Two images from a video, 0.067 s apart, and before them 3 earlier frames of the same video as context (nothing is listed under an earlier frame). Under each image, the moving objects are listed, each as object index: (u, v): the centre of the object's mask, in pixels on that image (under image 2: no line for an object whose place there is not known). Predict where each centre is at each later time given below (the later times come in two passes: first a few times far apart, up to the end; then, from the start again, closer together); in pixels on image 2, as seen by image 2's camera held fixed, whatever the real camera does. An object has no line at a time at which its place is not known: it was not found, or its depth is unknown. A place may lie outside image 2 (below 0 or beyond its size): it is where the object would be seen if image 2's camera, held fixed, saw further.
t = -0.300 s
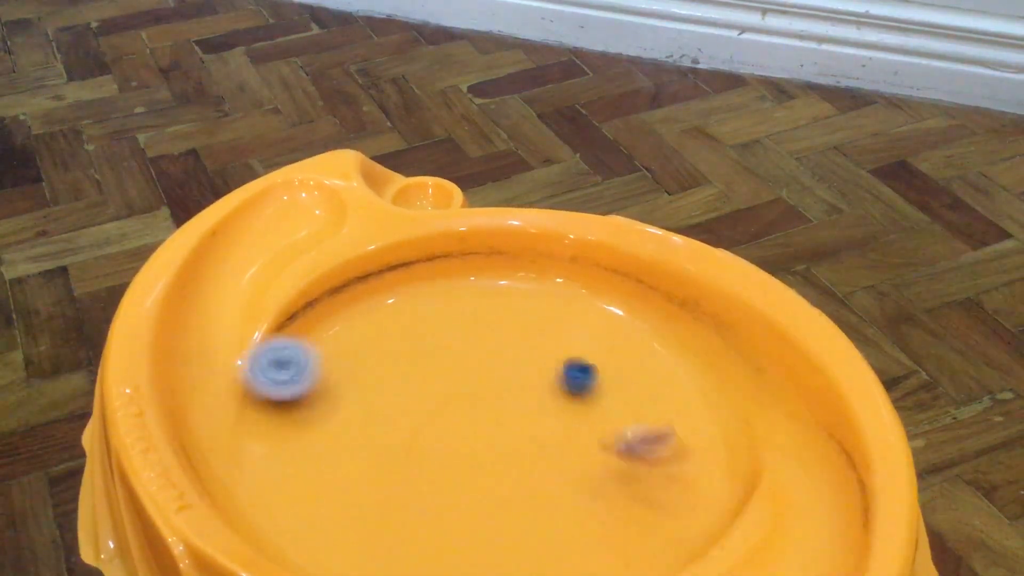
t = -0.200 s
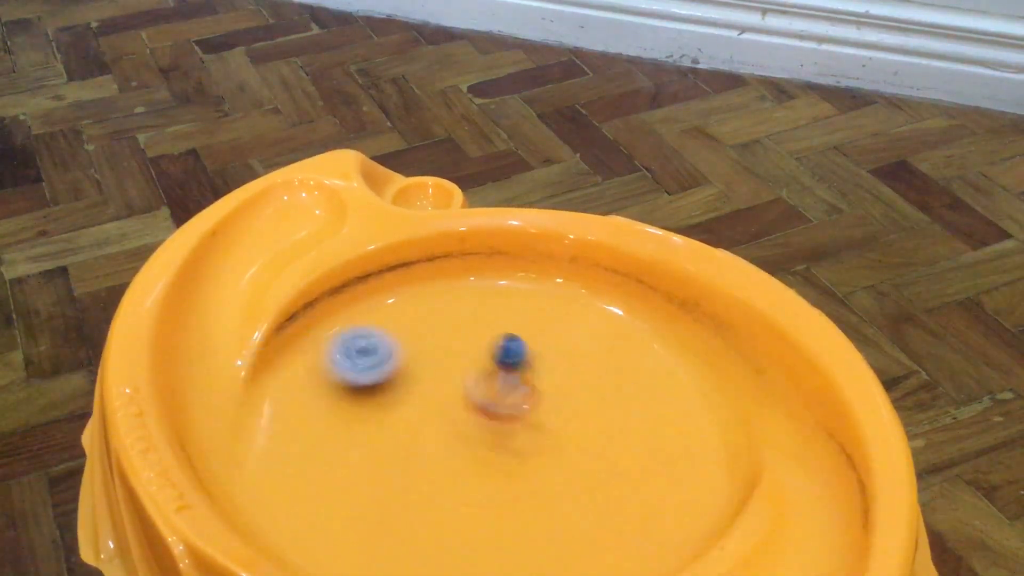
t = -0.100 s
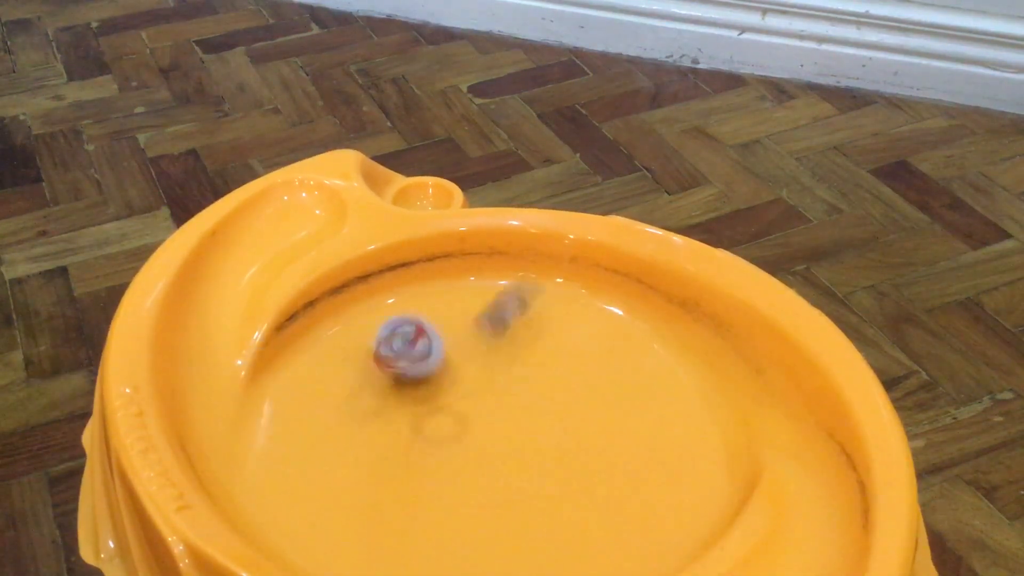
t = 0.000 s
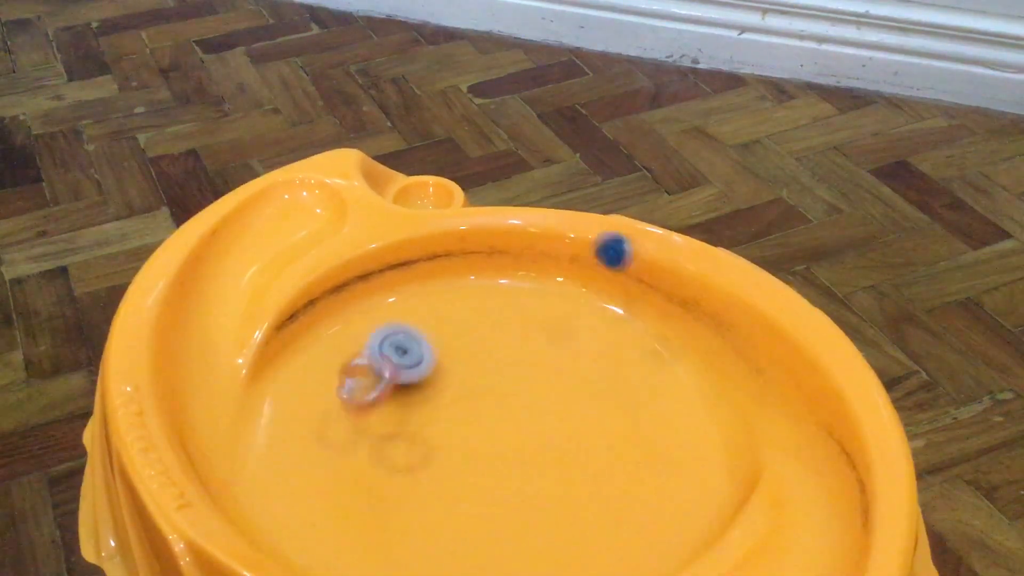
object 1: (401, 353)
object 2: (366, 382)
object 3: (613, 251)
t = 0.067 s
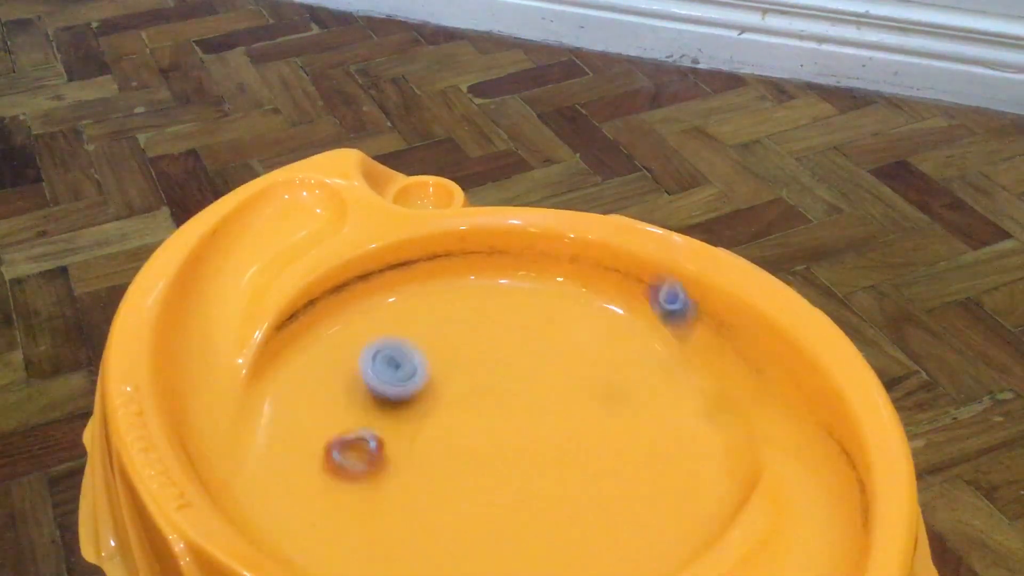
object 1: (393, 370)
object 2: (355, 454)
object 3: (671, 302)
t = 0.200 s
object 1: (373, 420)
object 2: (370, 473)
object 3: (668, 477)
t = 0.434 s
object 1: (312, 486)
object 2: (581, 562)
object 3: (381, 476)
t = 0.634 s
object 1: (299, 518)
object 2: (657, 485)
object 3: (254, 451)
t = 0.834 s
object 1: (372, 508)
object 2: (633, 442)
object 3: (304, 456)
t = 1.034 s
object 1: (463, 519)
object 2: (614, 440)
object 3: (408, 470)
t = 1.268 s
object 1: (551, 521)
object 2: (612, 440)
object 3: (517, 478)
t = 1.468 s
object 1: (592, 507)
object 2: (611, 441)
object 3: (551, 473)
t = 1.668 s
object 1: (606, 474)
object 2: (611, 431)
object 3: (544, 467)
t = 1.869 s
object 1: (624, 460)
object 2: (522, 413)
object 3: (534, 470)
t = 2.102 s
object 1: (584, 460)
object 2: (413, 410)
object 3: (530, 472)
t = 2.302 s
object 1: (575, 407)
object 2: (405, 412)
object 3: (326, 525)
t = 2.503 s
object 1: (572, 382)
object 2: (405, 412)
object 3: (380, 472)
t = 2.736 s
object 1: (548, 381)
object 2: (408, 407)
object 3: (480, 380)
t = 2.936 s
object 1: (541, 394)
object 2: (409, 408)
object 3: (312, 321)
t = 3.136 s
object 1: (509, 410)
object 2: (412, 408)
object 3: (364, 406)
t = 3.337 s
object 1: (467, 426)
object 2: (411, 408)
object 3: (403, 454)
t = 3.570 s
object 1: (439, 423)
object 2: (402, 402)
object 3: (366, 565)
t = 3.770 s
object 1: (426, 422)
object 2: (401, 397)
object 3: (496, 557)
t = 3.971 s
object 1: (421, 439)
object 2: (410, 399)
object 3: (568, 420)
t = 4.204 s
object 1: (428, 446)
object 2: (410, 400)
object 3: (571, 346)
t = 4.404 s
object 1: (434, 455)
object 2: (413, 407)
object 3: (545, 341)
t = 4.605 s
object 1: (443, 467)
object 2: (413, 408)
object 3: (508, 382)
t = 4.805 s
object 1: (455, 474)
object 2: (413, 408)
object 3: (481, 430)
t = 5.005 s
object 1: (448, 483)
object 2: (411, 406)
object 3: (457, 392)
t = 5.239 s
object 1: (457, 472)
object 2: (411, 406)
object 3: (468, 354)
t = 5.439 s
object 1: (496, 468)
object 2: (411, 406)
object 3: (488, 359)
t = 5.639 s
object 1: (522, 470)
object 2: (412, 406)
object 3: (521, 389)
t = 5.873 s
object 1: (535, 463)
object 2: (412, 406)
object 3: (530, 394)
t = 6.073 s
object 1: (545, 468)
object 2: (412, 406)
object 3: (527, 392)
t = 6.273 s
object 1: (541, 464)
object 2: (412, 406)
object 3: (527, 392)
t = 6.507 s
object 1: (529, 465)
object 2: (412, 406)
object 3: (527, 393)
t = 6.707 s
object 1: (508, 470)
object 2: (412, 406)
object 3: (526, 392)
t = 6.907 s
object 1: (483, 475)
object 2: (412, 406)
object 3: (527, 393)
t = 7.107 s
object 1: (456, 470)
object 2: (412, 406)
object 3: (527, 393)
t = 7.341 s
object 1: (437, 464)
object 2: (412, 406)
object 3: (527, 393)
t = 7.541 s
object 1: (437, 451)
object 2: (411, 404)
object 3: (527, 393)
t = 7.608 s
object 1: (440, 450)
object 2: (410, 404)
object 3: (527, 393)
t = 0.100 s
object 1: (388, 381)
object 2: (357, 435)
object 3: (701, 355)
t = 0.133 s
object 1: (384, 393)
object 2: (356, 429)
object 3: (728, 420)
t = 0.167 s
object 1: (380, 402)
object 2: (363, 440)
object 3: (718, 462)
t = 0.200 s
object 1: (373, 420)
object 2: (370, 473)
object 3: (668, 477)
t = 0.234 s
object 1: (363, 434)
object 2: (389, 517)
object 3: (625, 476)
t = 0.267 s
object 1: (353, 440)
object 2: (415, 559)
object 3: (579, 485)
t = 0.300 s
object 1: (343, 447)
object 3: (537, 484)
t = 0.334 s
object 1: (335, 456)
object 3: (493, 486)
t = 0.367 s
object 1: (327, 465)
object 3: (455, 481)
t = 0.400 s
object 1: (320, 475)
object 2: (550, 566)
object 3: (416, 479)
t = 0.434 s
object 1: (312, 486)
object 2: (581, 562)
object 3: (381, 476)
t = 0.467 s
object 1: (305, 497)
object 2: (607, 552)
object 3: (353, 472)
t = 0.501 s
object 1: (296, 509)
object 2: (622, 541)
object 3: (321, 465)
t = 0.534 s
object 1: (288, 517)
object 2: (638, 521)
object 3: (294, 462)
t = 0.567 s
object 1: (286, 520)
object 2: (651, 503)
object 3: (275, 459)
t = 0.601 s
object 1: (290, 520)
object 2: (656, 497)
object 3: (261, 457)
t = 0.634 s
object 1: (299, 518)
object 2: (657, 485)
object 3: (254, 451)
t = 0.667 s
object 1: (309, 513)
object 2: (658, 473)
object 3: (257, 450)
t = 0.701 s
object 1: (319, 509)
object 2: (655, 464)
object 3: (260, 451)
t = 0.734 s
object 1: (332, 507)
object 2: (651, 456)
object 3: (265, 450)
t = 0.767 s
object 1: (344, 506)
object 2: (645, 450)
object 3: (279, 453)
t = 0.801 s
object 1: (357, 507)
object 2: (639, 445)
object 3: (292, 455)
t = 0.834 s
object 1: (372, 508)
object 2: (633, 442)
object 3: (304, 456)
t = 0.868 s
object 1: (388, 510)
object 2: (628, 440)
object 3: (322, 458)
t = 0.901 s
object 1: (403, 512)
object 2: (623, 439)
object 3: (340, 460)
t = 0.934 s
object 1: (419, 514)
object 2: (620, 439)
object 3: (355, 462)
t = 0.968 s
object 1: (434, 516)
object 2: (617, 439)
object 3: (372, 464)
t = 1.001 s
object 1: (448, 517)
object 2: (615, 440)
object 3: (390, 469)
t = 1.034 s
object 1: (463, 519)
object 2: (614, 440)
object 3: (408, 470)
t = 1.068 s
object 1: (479, 521)
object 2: (614, 440)
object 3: (424, 472)
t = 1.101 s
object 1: (493, 522)
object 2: (613, 440)
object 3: (443, 475)
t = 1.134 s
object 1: (506, 523)
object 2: (613, 440)
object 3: (459, 475)
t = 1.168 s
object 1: (518, 523)
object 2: (613, 440)
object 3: (475, 476)
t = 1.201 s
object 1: (530, 523)
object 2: (612, 440)
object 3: (489, 478)
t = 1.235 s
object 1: (540, 522)
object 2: (612, 440)
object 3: (505, 477)
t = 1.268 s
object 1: (551, 521)
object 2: (612, 440)
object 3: (517, 478)
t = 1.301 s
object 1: (560, 519)
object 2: (612, 440)
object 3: (529, 478)
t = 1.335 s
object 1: (569, 516)
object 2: (611, 440)
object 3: (538, 476)
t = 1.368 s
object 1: (575, 514)
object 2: (611, 441)
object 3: (543, 475)
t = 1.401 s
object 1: (581, 512)
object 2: (611, 441)
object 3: (549, 475)
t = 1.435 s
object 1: (587, 510)
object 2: (611, 441)
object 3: (551, 473)
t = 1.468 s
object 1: (592, 507)
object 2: (611, 441)
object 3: (551, 473)
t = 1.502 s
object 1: (597, 503)
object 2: (611, 441)
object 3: (552, 473)
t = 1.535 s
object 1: (599, 498)
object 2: (611, 440)
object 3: (552, 470)
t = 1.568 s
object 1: (602, 492)
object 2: (611, 439)
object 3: (549, 469)
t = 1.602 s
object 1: (603, 486)
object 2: (611, 437)
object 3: (548, 469)
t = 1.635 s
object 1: (606, 480)
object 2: (610, 432)
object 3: (547, 468)
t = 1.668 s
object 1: (606, 474)
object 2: (611, 431)
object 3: (544, 467)
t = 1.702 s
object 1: (607, 469)
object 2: (611, 429)
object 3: (541, 466)
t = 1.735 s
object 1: (606, 463)
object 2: (612, 427)
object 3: (539, 466)
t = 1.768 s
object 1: (608, 459)
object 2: (600, 420)
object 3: (538, 467)
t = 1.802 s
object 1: (616, 459)
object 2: (573, 415)
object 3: (537, 468)
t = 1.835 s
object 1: (622, 460)
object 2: (548, 410)
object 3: (535, 469)
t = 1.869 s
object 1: (624, 460)
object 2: (522, 413)
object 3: (534, 470)
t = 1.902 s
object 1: (623, 461)
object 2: (499, 404)
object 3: (533, 471)
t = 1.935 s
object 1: (619, 462)
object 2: (477, 404)
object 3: (533, 471)
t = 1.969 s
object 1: (614, 463)
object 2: (458, 406)
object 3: (534, 470)
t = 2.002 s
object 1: (608, 463)
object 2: (442, 405)
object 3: (534, 470)
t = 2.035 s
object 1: (601, 463)
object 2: (431, 406)
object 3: (534, 471)
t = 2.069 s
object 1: (593, 462)
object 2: (420, 407)
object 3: (533, 471)
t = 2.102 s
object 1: (584, 460)
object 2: (413, 410)
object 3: (530, 472)
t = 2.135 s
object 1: (579, 454)
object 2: (408, 411)
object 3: (487, 488)
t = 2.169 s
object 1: (577, 447)
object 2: (405, 411)
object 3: (435, 520)
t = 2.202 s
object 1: (575, 438)
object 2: (404, 412)
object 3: (384, 559)
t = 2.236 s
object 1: (575, 426)
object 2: (404, 412)
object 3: (351, 554)
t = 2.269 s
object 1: (576, 416)
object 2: (405, 412)
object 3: (339, 535)
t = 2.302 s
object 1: (575, 407)
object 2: (405, 412)
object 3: (326, 525)
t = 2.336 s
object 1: (575, 400)
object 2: (405, 412)
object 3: (317, 529)
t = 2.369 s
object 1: (576, 396)
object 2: (405, 412)
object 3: (309, 544)
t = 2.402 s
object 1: (575, 391)
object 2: (405, 412)
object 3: (320, 543)
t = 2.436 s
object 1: (574, 388)
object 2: (405, 412)
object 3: (341, 537)
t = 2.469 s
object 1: (574, 384)
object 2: (405, 412)
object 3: (362, 507)
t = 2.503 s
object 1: (572, 382)
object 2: (405, 412)
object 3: (380, 472)
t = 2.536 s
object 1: (571, 381)
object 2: (405, 412)
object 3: (399, 456)
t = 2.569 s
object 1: (569, 380)
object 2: (401, 404)
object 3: (416, 433)
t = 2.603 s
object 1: (565, 379)
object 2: (398, 405)
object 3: (430, 413)
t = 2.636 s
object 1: (561, 378)
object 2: (406, 407)
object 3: (451, 409)
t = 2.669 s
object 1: (556, 379)
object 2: (408, 407)
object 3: (468, 405)
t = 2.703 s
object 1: (551, 379)
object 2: (408, 407)
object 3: (484, 391)
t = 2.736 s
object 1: (548, 381)
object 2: (408, 407)
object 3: (480, 380)
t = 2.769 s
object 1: (550, 382)
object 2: (409, 407)
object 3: (440, 370)
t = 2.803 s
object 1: (551, 384)
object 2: (409, 407)
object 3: (400, 354)
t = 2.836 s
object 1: (551, 387)
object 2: (409, 408)
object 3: (369, 340)
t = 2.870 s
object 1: (550, 388)
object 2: (409, 408)
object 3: (339, 324)
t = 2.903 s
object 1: (547, 390)
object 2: (409, 408)
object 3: (321, 316)
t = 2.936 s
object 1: (541, 394)
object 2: (409, 408)
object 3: (312, 321)
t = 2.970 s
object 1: (535, 398)
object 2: (409, 408)
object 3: (308, 335)
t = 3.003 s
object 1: (530, 401)
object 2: (409, 408)
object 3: (316, 355)
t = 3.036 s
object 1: (525, 403)
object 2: (409, 408)
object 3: (327, 371)
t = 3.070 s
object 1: (520, 405)
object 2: (409, 408)
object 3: (340, 386)
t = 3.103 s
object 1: (514, 408)
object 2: (409, 408)
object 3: (355, 398)
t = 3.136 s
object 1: (509, 410)
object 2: (412, 408)
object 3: (364, 406)
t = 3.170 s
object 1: (502, 413)
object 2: (414, 408)
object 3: (368, 418)
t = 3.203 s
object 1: (497, 415)
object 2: (414, 408)
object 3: (372, 427)
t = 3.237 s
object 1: (489, 419)
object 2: (414, 408)
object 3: (376, 436)
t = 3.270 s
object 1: (482, 421)
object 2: (414, 408)
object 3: (383, 443)
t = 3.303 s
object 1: (474, 424)
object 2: (413, 408)
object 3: (393, 451)
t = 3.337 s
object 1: (467, 426)
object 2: (411, 408)
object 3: (403, 454)
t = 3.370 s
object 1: (461, 429)
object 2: (411, 407)
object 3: (411, 456)
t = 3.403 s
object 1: (456, 427)
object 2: (403, 405)
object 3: (398, 479)
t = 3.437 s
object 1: (453, 425)
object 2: (402, 405)
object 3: (377, 521)
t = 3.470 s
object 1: (449, 425)
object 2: (402, 404)
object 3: (358, 560)
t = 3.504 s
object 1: (445, 424)
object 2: (403, 402)
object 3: (353, 565)
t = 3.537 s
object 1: (441, 423)
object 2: (403, 403)
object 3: (358, 561)
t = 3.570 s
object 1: (439, 423)
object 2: (402, 402)
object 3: (366, 565)
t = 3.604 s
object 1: (435, 422)
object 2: (402, 401)
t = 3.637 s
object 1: (434, 421)
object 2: (401, 401)
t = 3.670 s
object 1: (431, 421)
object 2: (400, 400)
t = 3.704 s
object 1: (430, 420)
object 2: (400, 399)
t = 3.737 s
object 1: (428, 421)
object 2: (400, 398)
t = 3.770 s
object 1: (426, 422)
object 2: (401, 397)
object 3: (496, 557)
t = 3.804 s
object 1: (425, 423)
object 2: (402, 397)
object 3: (514, 536)
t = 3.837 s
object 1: (424, 425)
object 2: (403, 397)
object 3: (530, 508)
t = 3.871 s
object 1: (423, 428)
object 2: (407, 396)
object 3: (543, 485)
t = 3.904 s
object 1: (422, 431)
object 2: (409, 397)
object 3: (554, 460)
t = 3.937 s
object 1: (422, 435)
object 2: (409, 398)
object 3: (565, 441)
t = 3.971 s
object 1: (421, 439)
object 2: (410, 399)
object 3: (568, 420)
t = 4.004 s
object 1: (422, 441)
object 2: (410, 400)
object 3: (574, 401)
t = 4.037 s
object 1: (426, 441)
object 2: (410, 399)
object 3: (574, 388)
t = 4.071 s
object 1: (427, 441)
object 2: (409, 401)
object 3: (575, 374)
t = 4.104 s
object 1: (427, 444)
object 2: (409, 400)
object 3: (576, 365)
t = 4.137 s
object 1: (426, 447)
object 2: (410, 400)
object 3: (575, 357)
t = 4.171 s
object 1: (426, 447)
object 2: (410, 400)
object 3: (574, 350)
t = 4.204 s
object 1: (428, 446)
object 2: (410, 400)
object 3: (571, 346)
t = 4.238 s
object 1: (430, 447)
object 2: (410, 400)
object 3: (569, 341)
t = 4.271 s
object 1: (431, 448)
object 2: (412, 405)
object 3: (567, 339)
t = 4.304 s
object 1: (432, 451)
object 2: (412, 405)
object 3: (563, 338)
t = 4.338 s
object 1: (433, 452)
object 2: (413, 406)
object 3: (558, 337)
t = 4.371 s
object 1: (433, 453)
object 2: (413, 406)
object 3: (552, 339)
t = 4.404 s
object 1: (434, 455)
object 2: (413, 407)
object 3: (545, 341)
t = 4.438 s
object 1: (436, 457)
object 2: (413, 407)
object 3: (539, 345)
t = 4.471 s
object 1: (438, 458)
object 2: (413, 408)
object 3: (532, 352)
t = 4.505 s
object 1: (440, 460)
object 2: (413, 408)
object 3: (524, 358)
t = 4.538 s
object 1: (440, 462)
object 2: (413, 408)
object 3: (519, 365)
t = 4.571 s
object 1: (442, 464)
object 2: (413, 408)
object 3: (514, 375)
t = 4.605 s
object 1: (443, 467)
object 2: (413, 408)
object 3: (508, 382)
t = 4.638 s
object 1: (445, 468)
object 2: (413, 408)
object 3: (504, 389)
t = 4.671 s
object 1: (447, 469)
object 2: (413, 408)
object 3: (500, 399)
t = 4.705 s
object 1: (448, 471)
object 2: (413, 408)
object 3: (495, 407)
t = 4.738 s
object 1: (450, 472)
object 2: (413, 408)
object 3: (490, 414)
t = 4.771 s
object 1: (453, 473)
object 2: (413, 408)
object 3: (486, 426)
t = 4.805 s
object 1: (455, 474)
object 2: (413, 408)
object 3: (481, 430)
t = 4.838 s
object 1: (459, 474)
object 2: (413, 408)
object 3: (476, 434)
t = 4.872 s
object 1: (458, 475)
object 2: (413, 408)
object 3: (471, 438)
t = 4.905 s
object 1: (456, 478)
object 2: (413, 408)
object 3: (461, 426)
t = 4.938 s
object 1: (452, 482)
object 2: (411, 407)
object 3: (453, 408)
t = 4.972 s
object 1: (449, 483)
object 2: (411, 406)
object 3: (456, 399)
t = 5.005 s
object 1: (448, 483)
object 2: (411, 406)
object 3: (457, 392)
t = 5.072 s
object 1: (448, 483)
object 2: (411, 405)
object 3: (459, 382)
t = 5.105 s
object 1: (450, 481)
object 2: (411, 405)
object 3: (458, 378)
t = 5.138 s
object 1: (452, 479)
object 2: (411, 406)
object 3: (458, 371)
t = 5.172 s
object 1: (455, 477)
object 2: (411, 406)
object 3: (460, 362)
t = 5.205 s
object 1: (456, 474)
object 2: (411, 406)
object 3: (464, 357)
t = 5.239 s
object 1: (457, 472)
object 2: (411, 406)
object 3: (468, 354)
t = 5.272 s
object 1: (463, 470)
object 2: (411, 406)
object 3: (470, 353)
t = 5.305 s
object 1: (471, 469)
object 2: (411, 406)
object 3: (473, 352)
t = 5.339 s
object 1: (478, 468)
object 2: (411, 406)
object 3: (477, 352)
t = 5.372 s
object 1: (484, 467)
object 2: (412, 406)
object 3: (480, 352)
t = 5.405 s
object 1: (490, 467)
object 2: (412, 406)
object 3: (482, 354)
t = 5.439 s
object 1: (496, 468)
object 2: (411, 406)
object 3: (488, 359)
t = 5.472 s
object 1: (502, 469)
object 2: (411, 406)
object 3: (494, 366)
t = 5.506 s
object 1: (508, 469)
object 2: (411, 406)
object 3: (500, 374)
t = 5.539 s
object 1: (513, 470)
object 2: (411, 406)
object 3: (506, 378)
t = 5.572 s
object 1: (517, 472)
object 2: (412, 406)
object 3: (512, 383)
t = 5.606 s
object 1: (519, 471)
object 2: (411, 406)
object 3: (516, 386)
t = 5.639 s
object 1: (522, 470)
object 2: (412, 406)
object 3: (521, 389)
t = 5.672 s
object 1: (523, 470)
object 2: (411, 406)
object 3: (525, 392)
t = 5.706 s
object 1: (523, 469)
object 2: (411, 406)
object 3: (529, 394)
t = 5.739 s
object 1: (523, 467)
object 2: (411, 406)
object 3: (532, 394)
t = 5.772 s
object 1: (524, 466)
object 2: (411, 406)
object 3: (532, 394)
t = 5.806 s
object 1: (528, 465)
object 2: (411, 406)
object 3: (532, 394)
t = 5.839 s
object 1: (531, 464)
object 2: (412, 406)
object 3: (531, 394)
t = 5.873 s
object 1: (535, 463)
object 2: (412, 406)
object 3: (530, 394)
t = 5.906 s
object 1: (539, 463)
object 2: (412, 406)
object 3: (529, 393)
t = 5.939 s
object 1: (543, 464)
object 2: (412, 406)
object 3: (527, 392)
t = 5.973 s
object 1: (545, 465)
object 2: (411, 406)
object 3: (526, 392)
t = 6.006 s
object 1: (545, 468)
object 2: (412, 406)
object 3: (526, 392)
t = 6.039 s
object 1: (545, 468)
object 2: (412, 406)
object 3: (527, 392)
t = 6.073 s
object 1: (545, 468)
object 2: (412, 406)
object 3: (527, 392)
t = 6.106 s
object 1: (544, 465)
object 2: (412, 406)
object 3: (527, 393)
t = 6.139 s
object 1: (544, 464)
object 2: (412, 406)
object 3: (527, 393)
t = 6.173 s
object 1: (544, 465)
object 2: (412, 406)
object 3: (527, 392)
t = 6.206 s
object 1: (543, 466)
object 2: (412, 406)
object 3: (527, 392)
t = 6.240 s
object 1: (543, 465)
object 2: (412, 406)
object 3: (527, 392)
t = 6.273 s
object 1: (541, 464)
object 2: (412, 406)
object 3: (527, 392)
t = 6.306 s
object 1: (539, 463)
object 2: (412, 406)
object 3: (526, 392)
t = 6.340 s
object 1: (538, 463)
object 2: (412, 406)
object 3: (526, 392)
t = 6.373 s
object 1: (538, 463)
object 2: (412, 406)
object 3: (526, 392)
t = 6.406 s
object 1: (539, 464)
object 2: (412, 406)
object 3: (527, 392)
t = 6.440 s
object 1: (537, 464)
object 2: (412, 406)
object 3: (527, 392)
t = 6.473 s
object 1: (535, 465)
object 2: (412, 406)
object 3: (527, 393)
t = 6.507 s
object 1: (529, 465)
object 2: (412, 406)
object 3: (527, 393)
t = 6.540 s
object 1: (525, 466)
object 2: (412, 406)
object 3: (527, 393)
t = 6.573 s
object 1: (522, 467)
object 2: (412, 406)
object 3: (527, 393)
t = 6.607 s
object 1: (518, 468)
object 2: (412, 406)
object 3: (527, 393)
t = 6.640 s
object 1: (515, 467)
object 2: (412, 406)
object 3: (527, 392)
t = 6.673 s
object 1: (511, 469)
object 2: (412, 406)
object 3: (526, 393)
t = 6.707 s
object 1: (508, 470)
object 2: (412, 406)
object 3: (526, 392)
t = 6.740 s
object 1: (504, 471)
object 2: (412, 406)
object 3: (526, 392)
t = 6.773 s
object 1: (500, 472)
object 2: (412, 406)
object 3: (526, 392)
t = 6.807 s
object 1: (496, 473)
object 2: (412, 406)
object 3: (526, 392)
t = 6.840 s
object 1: (492, 473)
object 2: (412, 406)
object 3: (526, 392)
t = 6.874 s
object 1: (487, 474)
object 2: (412, 406)
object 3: (526, 393)
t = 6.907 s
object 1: (483, 475)
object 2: (412, 406)
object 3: (527, 393)
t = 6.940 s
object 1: (478, 475)
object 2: (412, 406)
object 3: (527, 393)
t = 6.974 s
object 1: (475, 475)
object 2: (412, 406)
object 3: (527, 393)
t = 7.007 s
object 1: (470, 474)
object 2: (412, 406)
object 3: (527, 393)
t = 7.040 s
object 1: (464, 473)
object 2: (411, 406)
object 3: (527, 393)
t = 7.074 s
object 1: (459, 471)
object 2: (412, 406)
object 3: (527, 393)
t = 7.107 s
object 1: (456, 470)
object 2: (412, 406)
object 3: (527, 393)
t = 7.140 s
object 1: (454, 469)
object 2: (412, 406)
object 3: (527, 393)
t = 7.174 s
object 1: (451, 468)
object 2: (412, 406)
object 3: (527, 393)
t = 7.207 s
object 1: (448, 468)
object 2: (412, 406)
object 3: (527, 393)
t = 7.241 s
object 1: (445, 467)
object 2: (412, 406)
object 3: (527, 393)
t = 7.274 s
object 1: (442, 466)
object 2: (412, 406)
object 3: (527, 393)
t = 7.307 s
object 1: (440, 464)
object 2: (412, 406)
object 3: (527, 393)
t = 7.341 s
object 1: (437, 464)
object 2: (412, 406)
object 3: (527, 393)
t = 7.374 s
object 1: (434, 463)
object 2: (412, 406)
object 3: (527, 393)
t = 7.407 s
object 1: (434, 461)
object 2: (412, 406)
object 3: (527, 393)
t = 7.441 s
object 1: (435, 458)
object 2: (412, 406)
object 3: (527, 393)
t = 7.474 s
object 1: (435, 455)
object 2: (411, 405)
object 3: (527, 393)
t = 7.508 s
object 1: (436, 452)
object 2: (411, 405)
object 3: (527, 393)
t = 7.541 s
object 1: (437, 451)
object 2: (411, 404)
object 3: (527, 393)
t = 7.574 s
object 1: (438, 450)
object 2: (411, 405)
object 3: (527, 393)
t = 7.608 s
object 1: (440, 450)
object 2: (410, 404)
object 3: (527, 393)
